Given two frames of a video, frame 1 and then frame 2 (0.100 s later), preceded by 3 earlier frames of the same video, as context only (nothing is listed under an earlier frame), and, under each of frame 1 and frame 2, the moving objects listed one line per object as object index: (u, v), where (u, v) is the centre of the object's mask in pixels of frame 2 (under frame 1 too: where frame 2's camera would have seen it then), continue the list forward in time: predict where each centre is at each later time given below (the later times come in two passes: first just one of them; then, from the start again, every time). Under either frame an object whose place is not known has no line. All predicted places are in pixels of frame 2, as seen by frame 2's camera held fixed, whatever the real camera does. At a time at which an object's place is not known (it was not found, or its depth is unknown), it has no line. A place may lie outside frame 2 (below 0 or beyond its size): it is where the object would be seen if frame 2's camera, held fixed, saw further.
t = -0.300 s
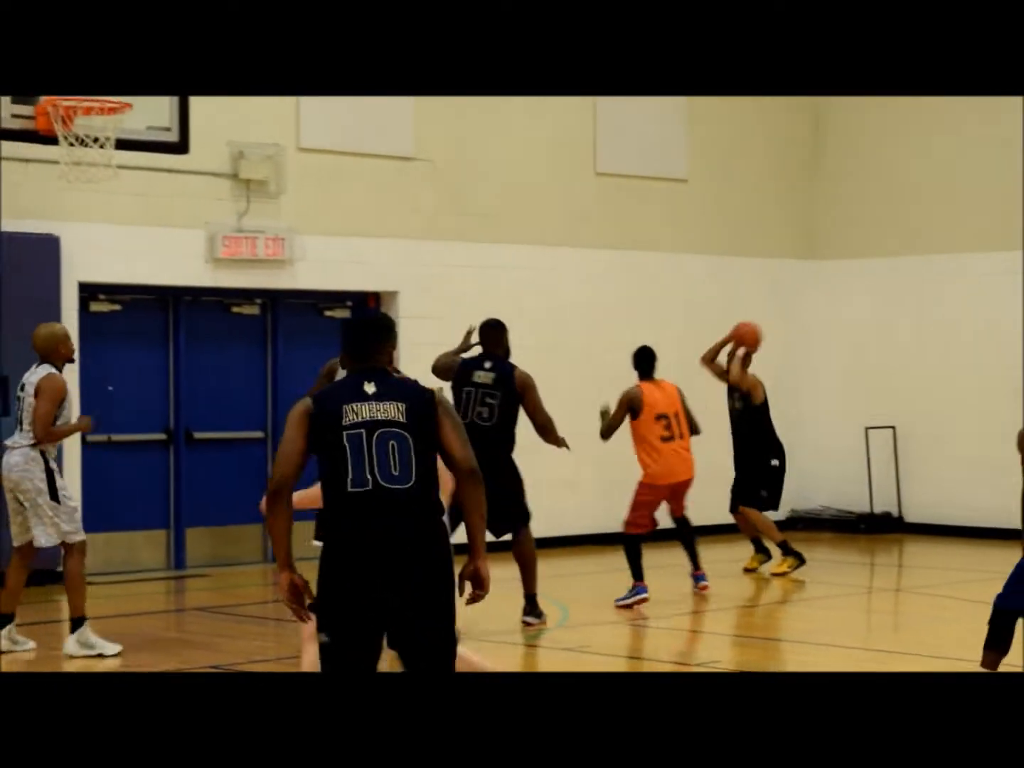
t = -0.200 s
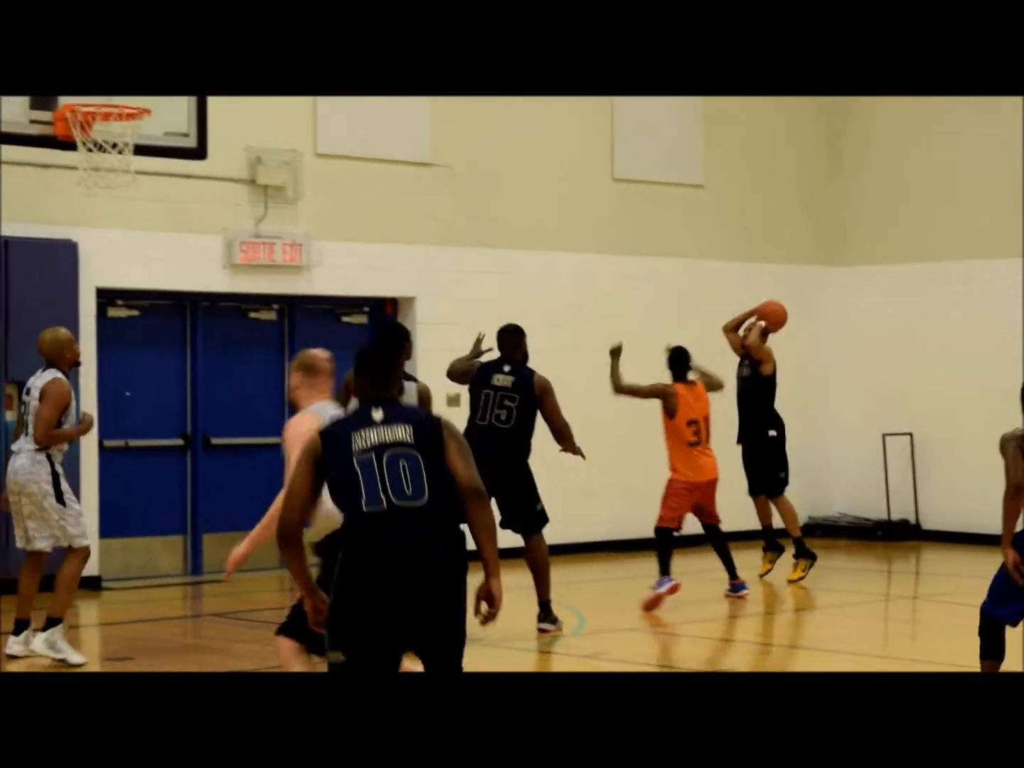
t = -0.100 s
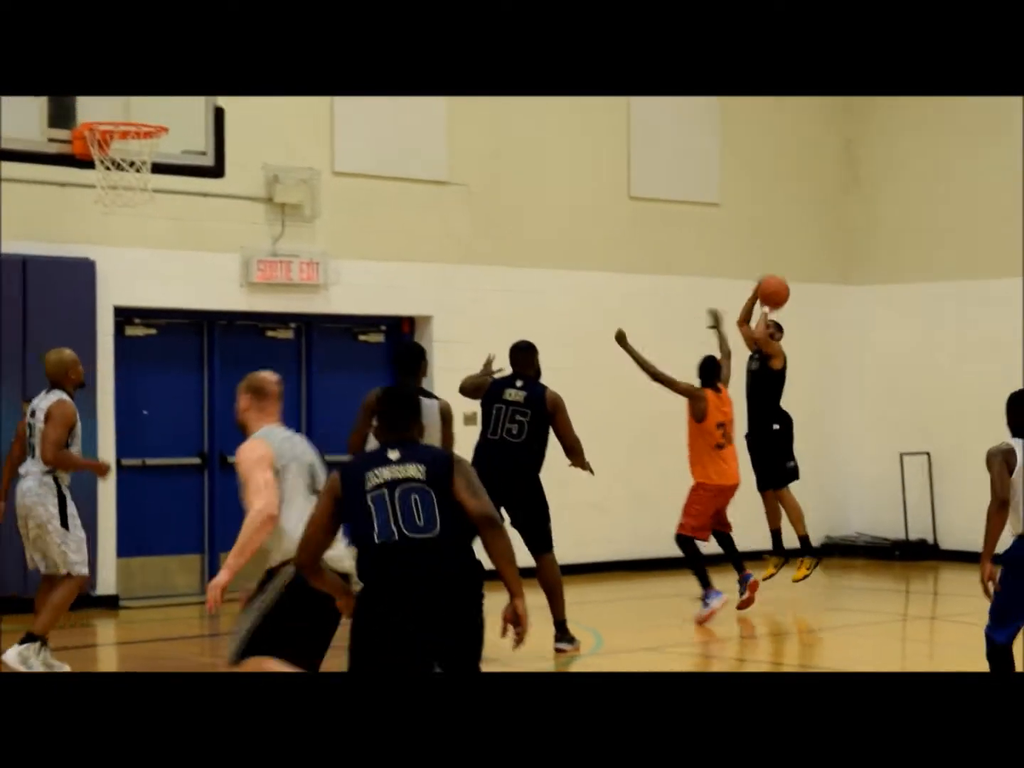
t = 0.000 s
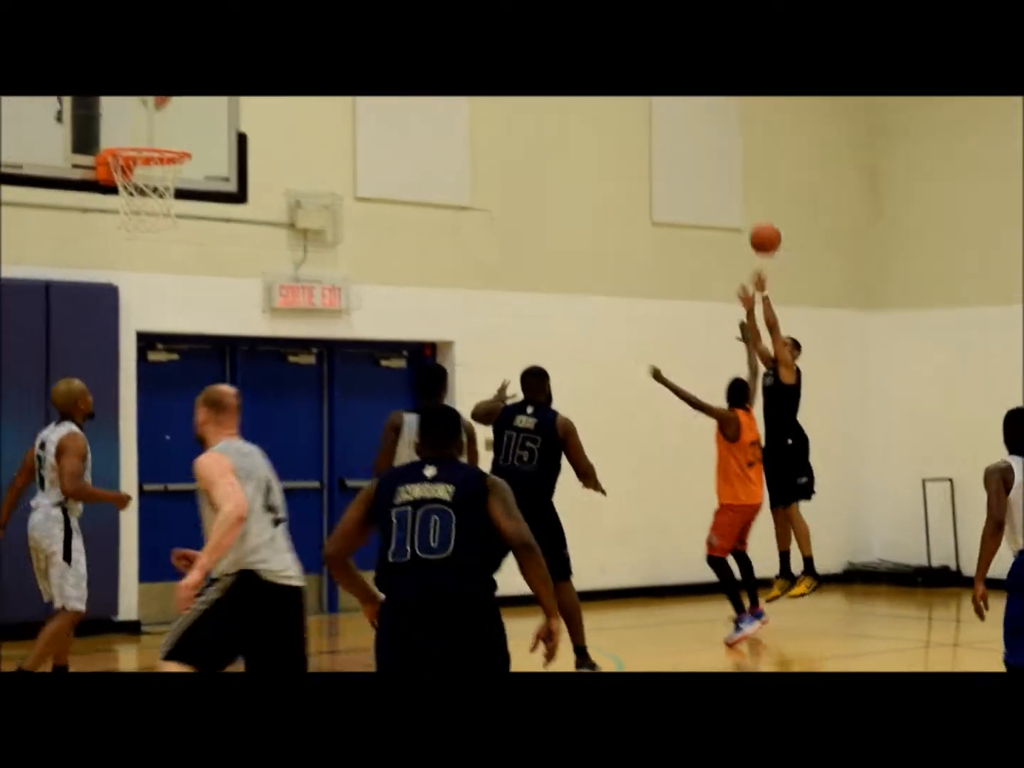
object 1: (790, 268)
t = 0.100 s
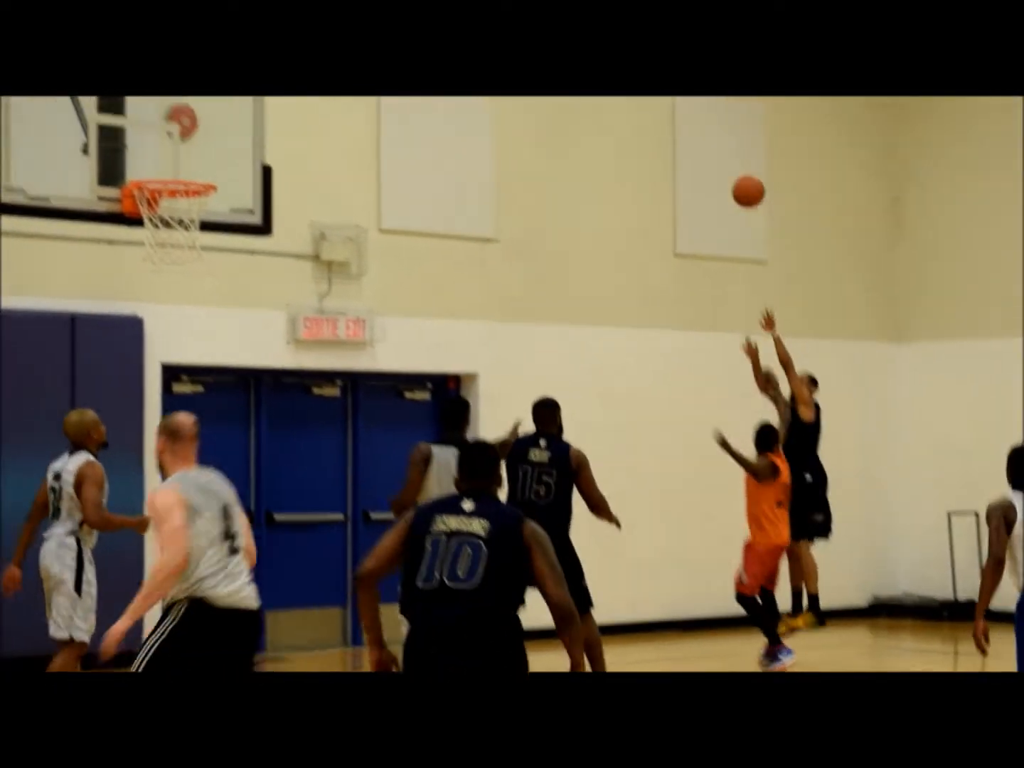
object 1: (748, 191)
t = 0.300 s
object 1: (663, 63)
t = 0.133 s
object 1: (734, 167)
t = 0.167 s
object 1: (720, 145)
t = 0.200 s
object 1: (707, 122)
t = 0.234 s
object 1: (692, 101)
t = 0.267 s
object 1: (678, 82)
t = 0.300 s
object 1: (663, 63)
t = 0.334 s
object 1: (649, 47)
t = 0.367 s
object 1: (634, 31)
